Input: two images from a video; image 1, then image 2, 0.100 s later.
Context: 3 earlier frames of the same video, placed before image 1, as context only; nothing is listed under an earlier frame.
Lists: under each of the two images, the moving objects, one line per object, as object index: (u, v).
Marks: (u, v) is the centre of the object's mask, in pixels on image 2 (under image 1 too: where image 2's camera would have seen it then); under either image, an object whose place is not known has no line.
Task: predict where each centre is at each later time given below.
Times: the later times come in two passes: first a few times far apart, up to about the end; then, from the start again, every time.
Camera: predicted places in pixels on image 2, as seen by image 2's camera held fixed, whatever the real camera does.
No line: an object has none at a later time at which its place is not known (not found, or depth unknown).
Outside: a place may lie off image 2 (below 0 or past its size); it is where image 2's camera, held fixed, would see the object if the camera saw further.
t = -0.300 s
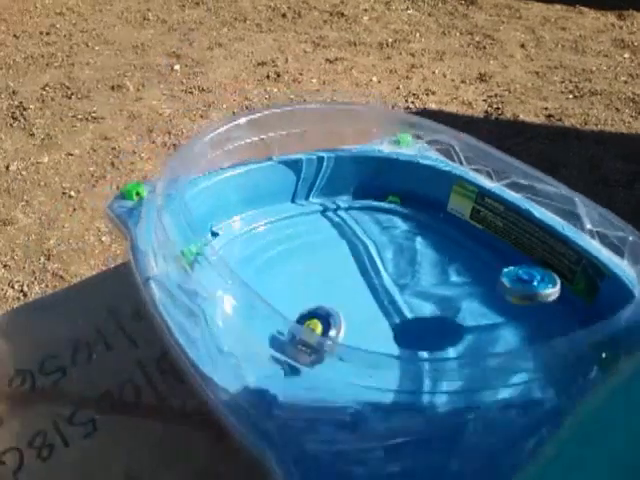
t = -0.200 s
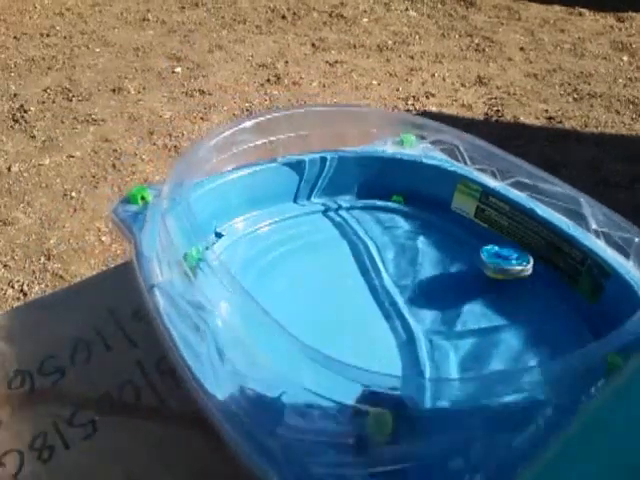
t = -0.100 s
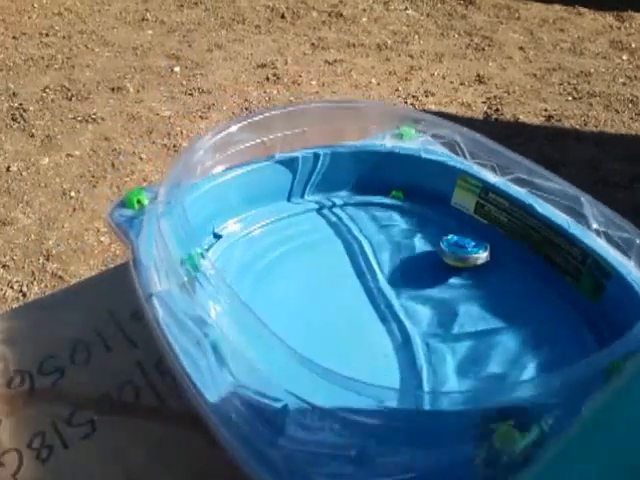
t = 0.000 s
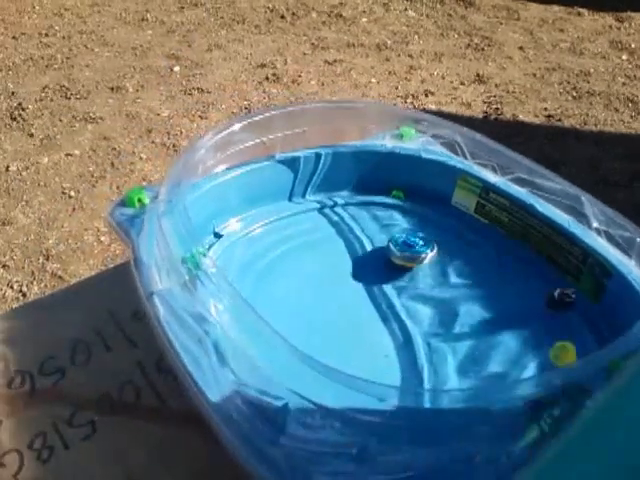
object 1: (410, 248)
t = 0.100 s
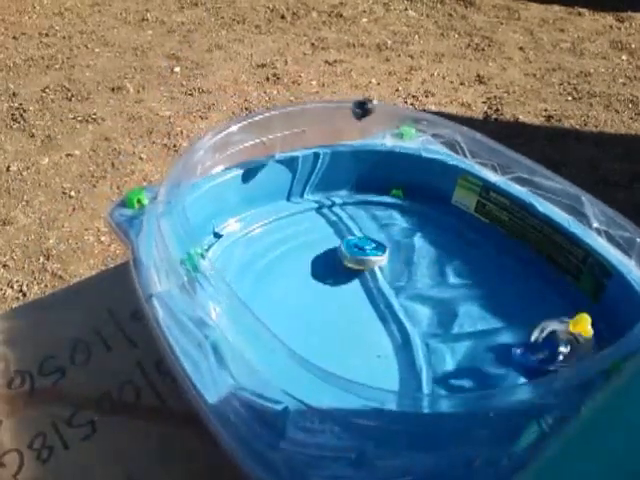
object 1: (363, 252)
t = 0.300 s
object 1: (297, 273)
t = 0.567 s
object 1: (293, 320)
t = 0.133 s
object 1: (349, 255)
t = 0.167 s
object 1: (336, 257)
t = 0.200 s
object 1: (323, 260)
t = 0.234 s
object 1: (313, 262)
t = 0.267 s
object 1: (305, 268)
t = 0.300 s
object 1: (297, 273)
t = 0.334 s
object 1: (290, 277)
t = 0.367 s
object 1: (287, 281)
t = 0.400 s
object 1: (284, 286)
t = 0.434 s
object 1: (284, 292)
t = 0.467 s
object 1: (285, 299)
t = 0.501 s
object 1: (287, 306)
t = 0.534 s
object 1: (289, 314)
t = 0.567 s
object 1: (293, 320)
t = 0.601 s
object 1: (297, 324)
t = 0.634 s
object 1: (303, 327)
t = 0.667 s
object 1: (308, 331)
